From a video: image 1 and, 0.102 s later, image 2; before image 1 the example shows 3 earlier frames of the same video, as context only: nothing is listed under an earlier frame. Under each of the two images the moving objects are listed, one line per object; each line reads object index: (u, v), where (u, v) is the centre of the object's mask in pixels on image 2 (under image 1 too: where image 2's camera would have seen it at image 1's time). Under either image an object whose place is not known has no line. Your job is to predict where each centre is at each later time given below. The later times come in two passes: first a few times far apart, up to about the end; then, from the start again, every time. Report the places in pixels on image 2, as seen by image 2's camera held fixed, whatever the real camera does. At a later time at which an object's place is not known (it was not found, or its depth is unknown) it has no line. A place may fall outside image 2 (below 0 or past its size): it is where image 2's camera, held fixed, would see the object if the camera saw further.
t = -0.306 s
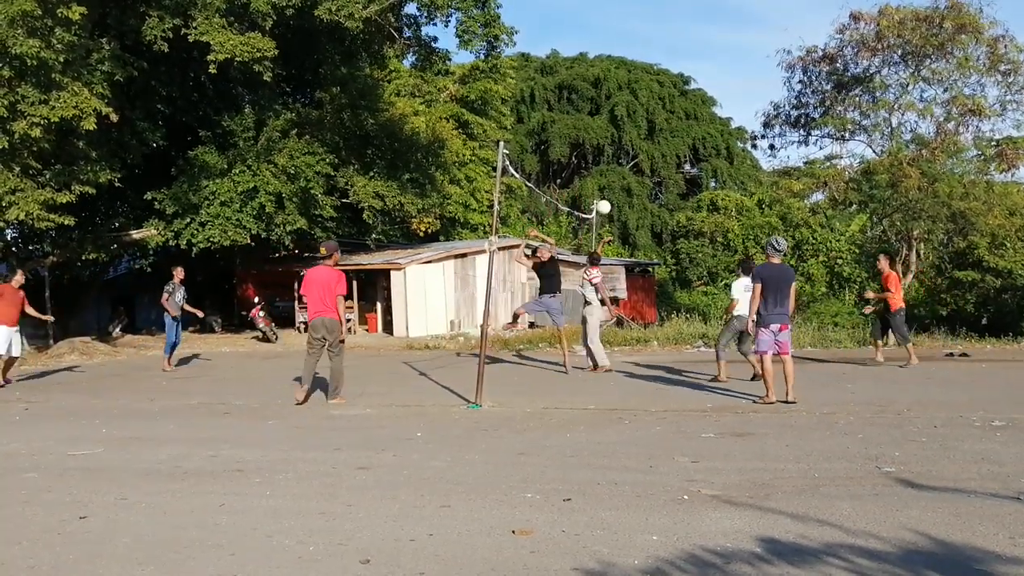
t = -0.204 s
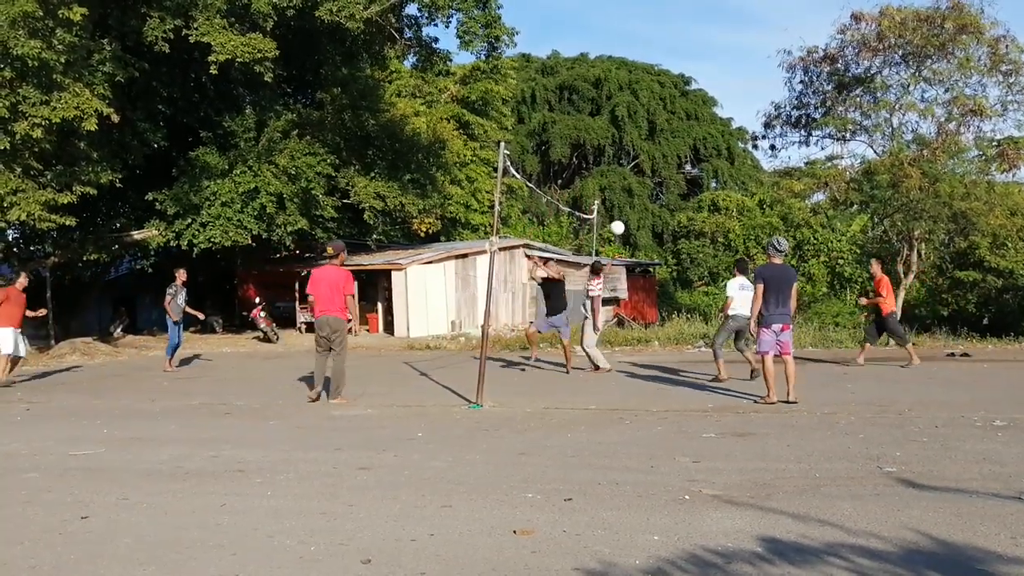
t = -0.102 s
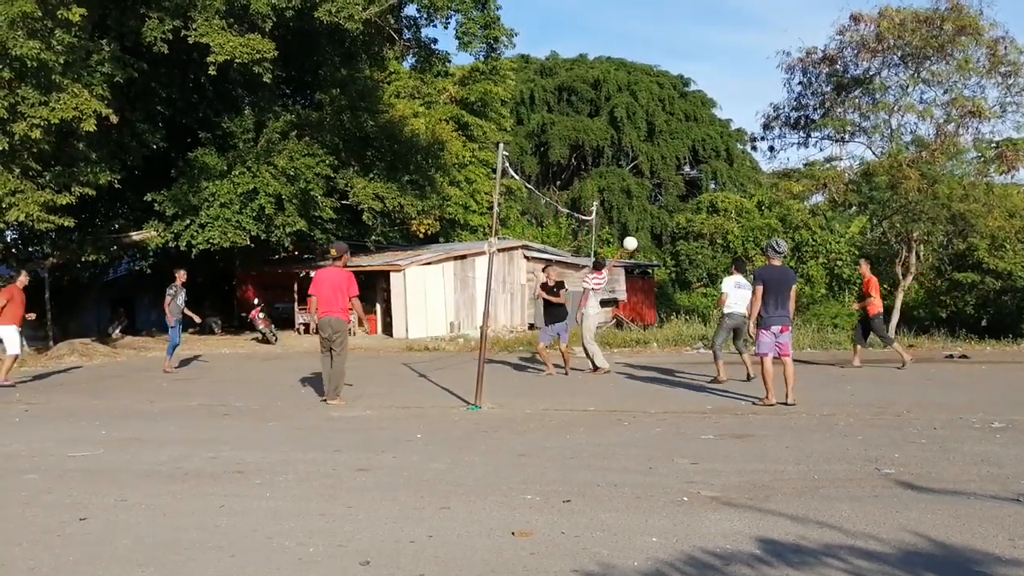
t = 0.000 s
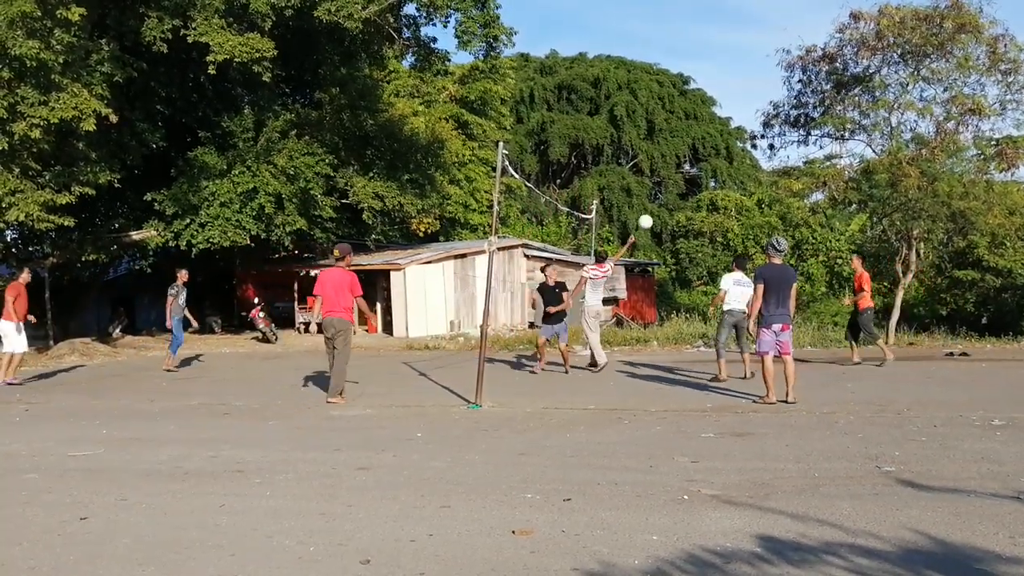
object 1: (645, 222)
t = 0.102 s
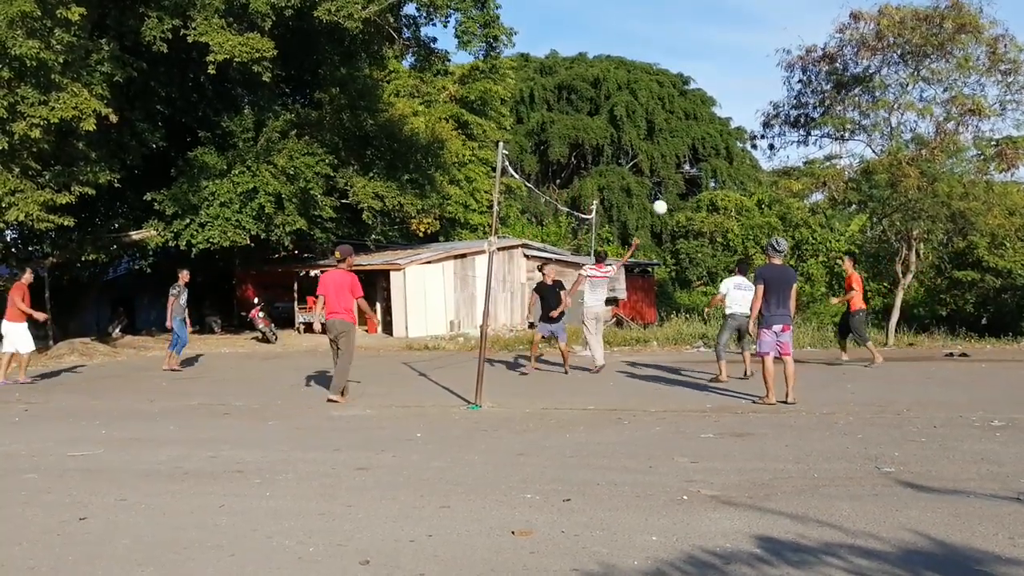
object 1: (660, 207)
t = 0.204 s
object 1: (674, 199)
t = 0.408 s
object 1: (704, 205)
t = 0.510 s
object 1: (718, 218)
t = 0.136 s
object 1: (665, 204)
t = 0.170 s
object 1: (669, 201)
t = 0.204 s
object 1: (674, 199)
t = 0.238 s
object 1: (679, 198)
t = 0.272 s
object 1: (684, 198)
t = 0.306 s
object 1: (689, 199)
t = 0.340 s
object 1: (694, 200)
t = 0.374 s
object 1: (699, 202)
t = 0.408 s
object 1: (704, 205)
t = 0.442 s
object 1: (709, 208)
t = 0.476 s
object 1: (714, 212)
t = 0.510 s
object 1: (718, 218)
